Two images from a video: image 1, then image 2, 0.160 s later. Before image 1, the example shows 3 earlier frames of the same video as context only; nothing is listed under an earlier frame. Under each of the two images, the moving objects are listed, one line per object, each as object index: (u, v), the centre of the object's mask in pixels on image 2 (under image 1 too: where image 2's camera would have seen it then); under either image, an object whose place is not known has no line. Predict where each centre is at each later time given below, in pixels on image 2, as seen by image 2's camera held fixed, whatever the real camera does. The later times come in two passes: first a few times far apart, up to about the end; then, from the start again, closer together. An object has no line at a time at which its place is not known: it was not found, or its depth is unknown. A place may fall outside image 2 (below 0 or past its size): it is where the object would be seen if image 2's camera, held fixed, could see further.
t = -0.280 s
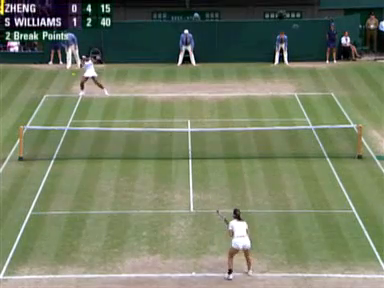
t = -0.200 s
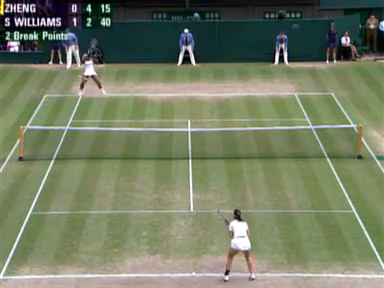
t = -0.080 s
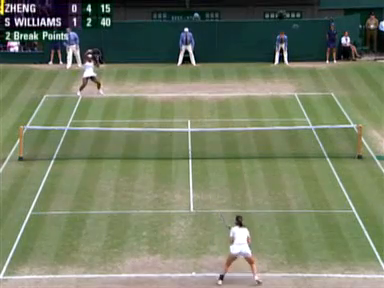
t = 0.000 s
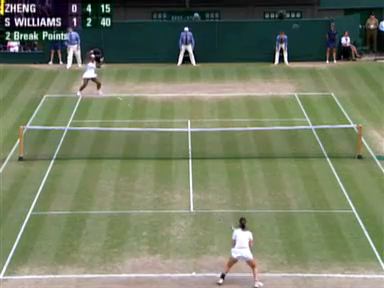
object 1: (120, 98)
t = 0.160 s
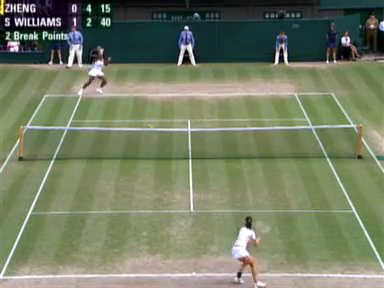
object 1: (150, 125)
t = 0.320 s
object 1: (185, 166)
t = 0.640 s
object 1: (252, 214)
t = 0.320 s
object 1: (185, 166)
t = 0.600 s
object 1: (245, 213)
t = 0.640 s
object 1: (252, 214)
